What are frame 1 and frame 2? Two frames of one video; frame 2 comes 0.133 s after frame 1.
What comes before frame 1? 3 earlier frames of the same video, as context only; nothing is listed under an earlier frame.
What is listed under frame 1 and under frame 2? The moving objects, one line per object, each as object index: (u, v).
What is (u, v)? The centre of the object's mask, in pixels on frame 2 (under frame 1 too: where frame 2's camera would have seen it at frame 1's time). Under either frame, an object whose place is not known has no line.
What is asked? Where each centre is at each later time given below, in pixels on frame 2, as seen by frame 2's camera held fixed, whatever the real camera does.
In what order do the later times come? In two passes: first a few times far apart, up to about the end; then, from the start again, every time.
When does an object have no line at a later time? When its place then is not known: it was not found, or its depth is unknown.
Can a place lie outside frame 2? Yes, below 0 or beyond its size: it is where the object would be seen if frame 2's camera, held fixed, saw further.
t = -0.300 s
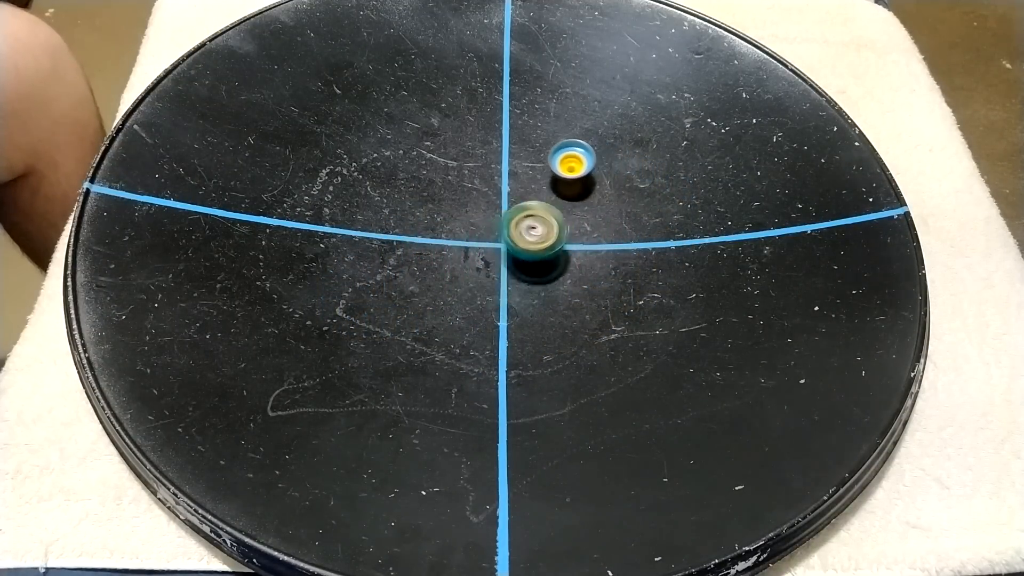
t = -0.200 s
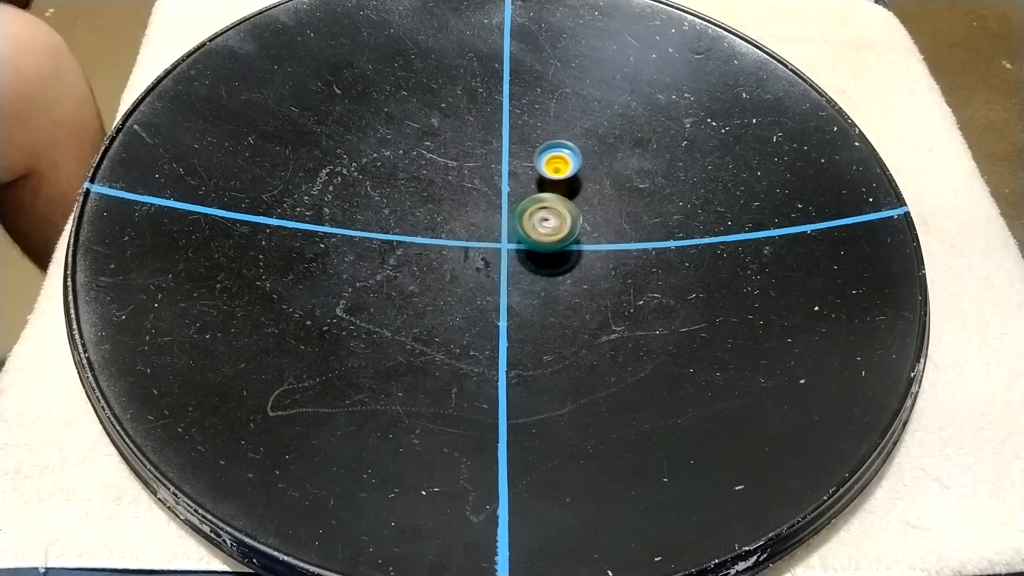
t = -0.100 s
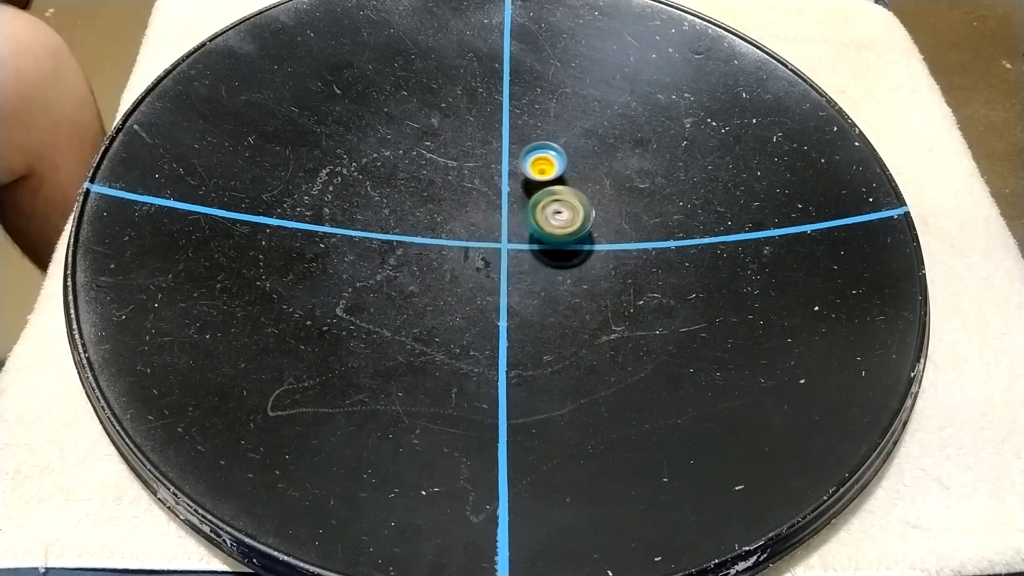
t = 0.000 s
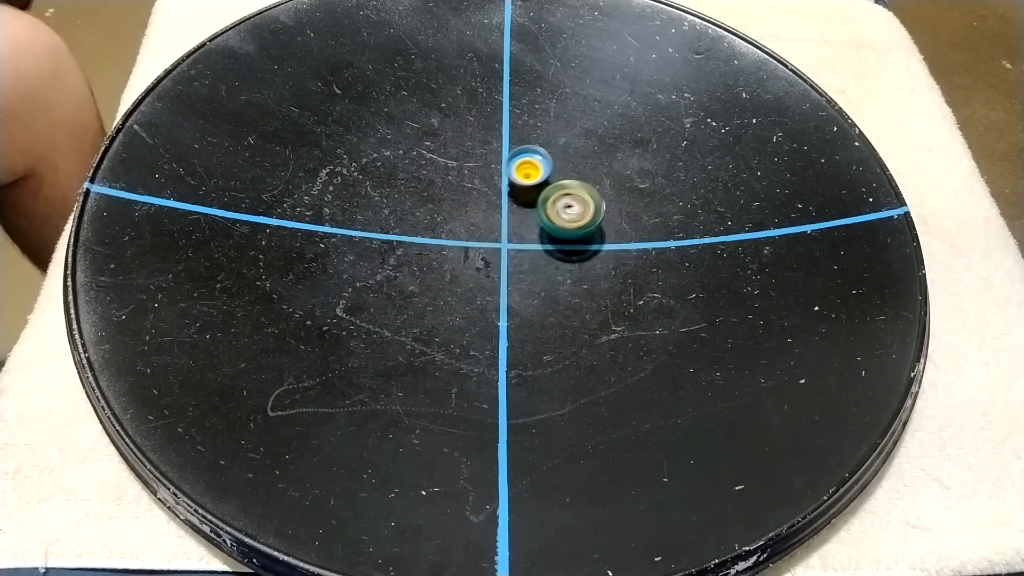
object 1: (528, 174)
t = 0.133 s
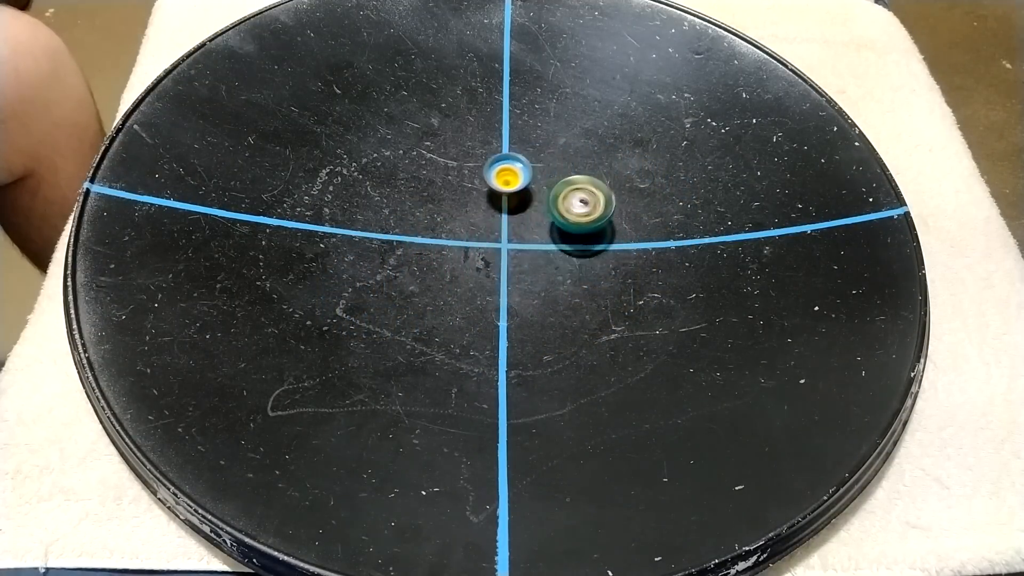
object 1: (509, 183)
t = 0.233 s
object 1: (494, 185)
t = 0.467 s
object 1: (460, 195)
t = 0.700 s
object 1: (415, 211)
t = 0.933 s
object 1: (386, 226)
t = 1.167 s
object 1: (375, 239)
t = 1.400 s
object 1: (380, 260)
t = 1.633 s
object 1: (396, 282)
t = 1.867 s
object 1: (420, 302)
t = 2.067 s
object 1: (448, 316)
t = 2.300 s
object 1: (484, 325)
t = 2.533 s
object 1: (518, 326)
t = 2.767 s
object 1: (553, 320)
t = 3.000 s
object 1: (589, 306)
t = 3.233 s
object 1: (618, 289)
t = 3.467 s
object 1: (639, 266)
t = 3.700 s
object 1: (654, 245)
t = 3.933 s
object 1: (660, 221)
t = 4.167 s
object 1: (661, 201)
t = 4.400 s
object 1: (645, 186)
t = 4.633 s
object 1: (623, 169)
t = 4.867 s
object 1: (607, 161)
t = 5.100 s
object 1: (582, 166)
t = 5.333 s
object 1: (550, 177)
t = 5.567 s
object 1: (515, 194)
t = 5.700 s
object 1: (486, 202)
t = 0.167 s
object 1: (504, 184)
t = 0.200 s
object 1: (499, 185)
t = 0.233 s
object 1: (494, 185)
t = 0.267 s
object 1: (490, 186)
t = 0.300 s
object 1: (485, 187)
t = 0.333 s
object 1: (480, 188)
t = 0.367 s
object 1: (477, 190)
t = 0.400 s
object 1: (472, 191)
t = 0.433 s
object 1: (467, 193)
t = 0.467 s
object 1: (460, 195)
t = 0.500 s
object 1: (453, 198)
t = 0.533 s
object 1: (446, 200)
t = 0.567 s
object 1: (439, 203)
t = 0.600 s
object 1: (433, 205)
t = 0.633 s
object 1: (427, 207)
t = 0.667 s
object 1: (420, 209)
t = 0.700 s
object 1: (415, 211)
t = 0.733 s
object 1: (409, 214)
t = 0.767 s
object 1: (403, 216)
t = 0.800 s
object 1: (399, 218)
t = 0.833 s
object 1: (395, 220)
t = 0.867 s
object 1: (390, 222)
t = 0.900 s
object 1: (388, 224)
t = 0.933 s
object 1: (386, 226)
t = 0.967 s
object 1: (383, 228)
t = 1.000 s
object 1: (381, 230)
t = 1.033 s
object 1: (379, 232)
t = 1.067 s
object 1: (377, 233)
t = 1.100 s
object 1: (375, 235)
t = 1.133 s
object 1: (375, 237)
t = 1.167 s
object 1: (375, 239)
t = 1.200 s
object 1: (375, 242)
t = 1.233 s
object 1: (375, 244)
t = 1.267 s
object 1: (376, 248)
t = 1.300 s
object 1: (376, 251)
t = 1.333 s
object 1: (377, 254)
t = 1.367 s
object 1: (378, 257)
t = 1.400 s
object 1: (380, 260)
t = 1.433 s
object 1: (382, 263)
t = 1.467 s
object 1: (383, 266)
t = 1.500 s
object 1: (386, 270)
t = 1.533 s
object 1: (388, 273)
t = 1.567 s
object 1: (391, 276)
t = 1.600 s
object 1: (393, 279)
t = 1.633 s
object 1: (396, 282)
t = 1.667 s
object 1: (399, 285)
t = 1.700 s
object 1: (402, 288)
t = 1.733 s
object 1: (405, 291)
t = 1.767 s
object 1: (409, 294)
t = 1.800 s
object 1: (412, 297)
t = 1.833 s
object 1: (416, 299)
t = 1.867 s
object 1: (420, 302)
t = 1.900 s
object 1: (424, 305)
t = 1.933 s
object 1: (429, 308)
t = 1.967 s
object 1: (433, 310)
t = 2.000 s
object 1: (438, 312)
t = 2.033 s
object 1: (443, 314)
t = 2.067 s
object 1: (448, 316)
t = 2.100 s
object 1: (453, 318)
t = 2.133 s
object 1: (457, 320)
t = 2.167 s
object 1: (463, 321)
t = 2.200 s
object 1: (468, 322)
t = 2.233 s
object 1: (473, 323)
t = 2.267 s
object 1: (477, 324)
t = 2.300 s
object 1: (484, 325)
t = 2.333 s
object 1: (490, 326)
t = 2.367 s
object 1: (495, 327)
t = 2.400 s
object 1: (500, 327)
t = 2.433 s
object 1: (505, 327)
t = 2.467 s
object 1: (509, 327)
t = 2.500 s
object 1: (513, 326)
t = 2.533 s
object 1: (518, 326)
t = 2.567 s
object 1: (522, 325)
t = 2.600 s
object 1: (528, 325)
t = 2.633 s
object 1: (532, 325)
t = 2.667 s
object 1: (537, 323)
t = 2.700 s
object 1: (542, 322)
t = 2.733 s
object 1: (547, 321)
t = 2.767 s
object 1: (553, 320)
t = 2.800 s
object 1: (559, 318)
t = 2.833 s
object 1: (564, 316)
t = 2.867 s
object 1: (570, 314)
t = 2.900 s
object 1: (575, 312)
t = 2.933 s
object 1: (580, 310)
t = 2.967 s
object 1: (584, 308)
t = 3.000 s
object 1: (589, 306)
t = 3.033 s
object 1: (594, 303)
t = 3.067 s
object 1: (599, 301)
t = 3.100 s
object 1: (603, 299)
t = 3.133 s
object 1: (607, 296)
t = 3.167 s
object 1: (611, 295)
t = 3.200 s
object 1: (614, 292)
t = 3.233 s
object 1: (618, 289)
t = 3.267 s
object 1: (622, 286)
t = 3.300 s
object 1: (625, 283)
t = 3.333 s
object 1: (628, 280)
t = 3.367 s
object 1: (631, 277)
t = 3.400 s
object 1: (634, 273)
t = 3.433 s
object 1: (636, 269)
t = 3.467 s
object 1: (639, 266)
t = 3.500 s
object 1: (642, 263)
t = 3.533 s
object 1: (645, 260)
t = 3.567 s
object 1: (648, 257)
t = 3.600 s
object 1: (649, 255)
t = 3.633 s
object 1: (650, 251)
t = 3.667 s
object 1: (652, 248)
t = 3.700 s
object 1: (654, 245)
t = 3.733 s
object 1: (655, 241)
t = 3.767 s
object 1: (656, 237)
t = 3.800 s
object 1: (657, 234)
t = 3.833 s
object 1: (658, 231)
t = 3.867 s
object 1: (659, 228)
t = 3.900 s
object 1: (660, 224)
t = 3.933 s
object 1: (660, 221)
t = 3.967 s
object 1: (661, 217)
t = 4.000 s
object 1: (662, 214)
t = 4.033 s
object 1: (662, 211)
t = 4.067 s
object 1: (662, 209)
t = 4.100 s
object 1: (662, 206)
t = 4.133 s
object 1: (661, 204)
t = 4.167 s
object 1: (661, 201)
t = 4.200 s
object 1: (660, 199)
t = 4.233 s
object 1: (658, 196)
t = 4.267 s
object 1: (656, 194)
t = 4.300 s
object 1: (654, 192)
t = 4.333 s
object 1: (651, 190)
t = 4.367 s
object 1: (649, 188)
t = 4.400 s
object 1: (645, 186)
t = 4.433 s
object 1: (642, 184)
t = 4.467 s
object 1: (638, 182)
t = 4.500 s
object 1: (634, 179)
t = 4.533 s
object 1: (631, 176)
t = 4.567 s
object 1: (628, 174)
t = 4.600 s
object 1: (625, 172)
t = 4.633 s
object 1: (623, 169)
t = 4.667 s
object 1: (621, 167)
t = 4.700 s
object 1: (619, 165)
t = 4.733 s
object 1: (617, 163)
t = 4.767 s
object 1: (615, 162)
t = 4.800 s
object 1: (613, 161)
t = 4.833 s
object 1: (610, 161)
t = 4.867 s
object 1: (607, 161)
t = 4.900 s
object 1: (604, 162)
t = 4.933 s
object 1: (601, 163)
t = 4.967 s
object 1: (598, 164)
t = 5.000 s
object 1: (594, 164)
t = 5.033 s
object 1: (590, 165)
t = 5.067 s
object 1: (586, 166)
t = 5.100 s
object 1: (582, 166)
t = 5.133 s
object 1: (578, 167)
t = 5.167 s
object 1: (573, 167)
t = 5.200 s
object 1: (568, 168)
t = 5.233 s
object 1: (564, 170)
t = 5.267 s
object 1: (559, 172)
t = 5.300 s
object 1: (554, 174)
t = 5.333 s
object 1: (550, 177)
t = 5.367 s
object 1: (545, 179)
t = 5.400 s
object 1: (540, 182)
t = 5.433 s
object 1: (536, 185)
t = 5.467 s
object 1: (531, 188)
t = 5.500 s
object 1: (527, 190)
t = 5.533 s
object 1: (521, 193)
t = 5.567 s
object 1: (515, 194)
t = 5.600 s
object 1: (509, 195)
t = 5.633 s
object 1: (503, 197)
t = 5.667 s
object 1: (495, 200)
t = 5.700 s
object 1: (486, 202)
